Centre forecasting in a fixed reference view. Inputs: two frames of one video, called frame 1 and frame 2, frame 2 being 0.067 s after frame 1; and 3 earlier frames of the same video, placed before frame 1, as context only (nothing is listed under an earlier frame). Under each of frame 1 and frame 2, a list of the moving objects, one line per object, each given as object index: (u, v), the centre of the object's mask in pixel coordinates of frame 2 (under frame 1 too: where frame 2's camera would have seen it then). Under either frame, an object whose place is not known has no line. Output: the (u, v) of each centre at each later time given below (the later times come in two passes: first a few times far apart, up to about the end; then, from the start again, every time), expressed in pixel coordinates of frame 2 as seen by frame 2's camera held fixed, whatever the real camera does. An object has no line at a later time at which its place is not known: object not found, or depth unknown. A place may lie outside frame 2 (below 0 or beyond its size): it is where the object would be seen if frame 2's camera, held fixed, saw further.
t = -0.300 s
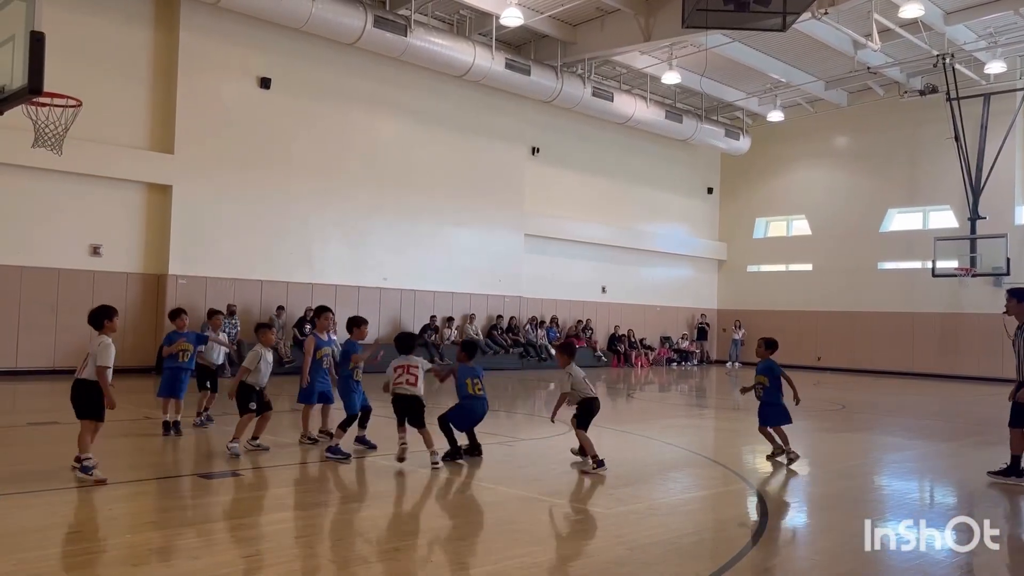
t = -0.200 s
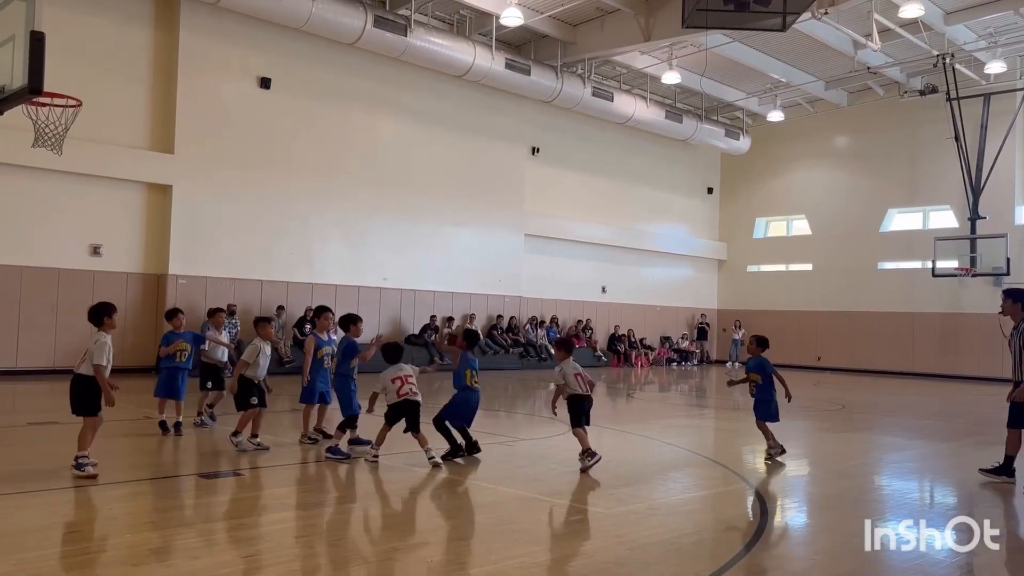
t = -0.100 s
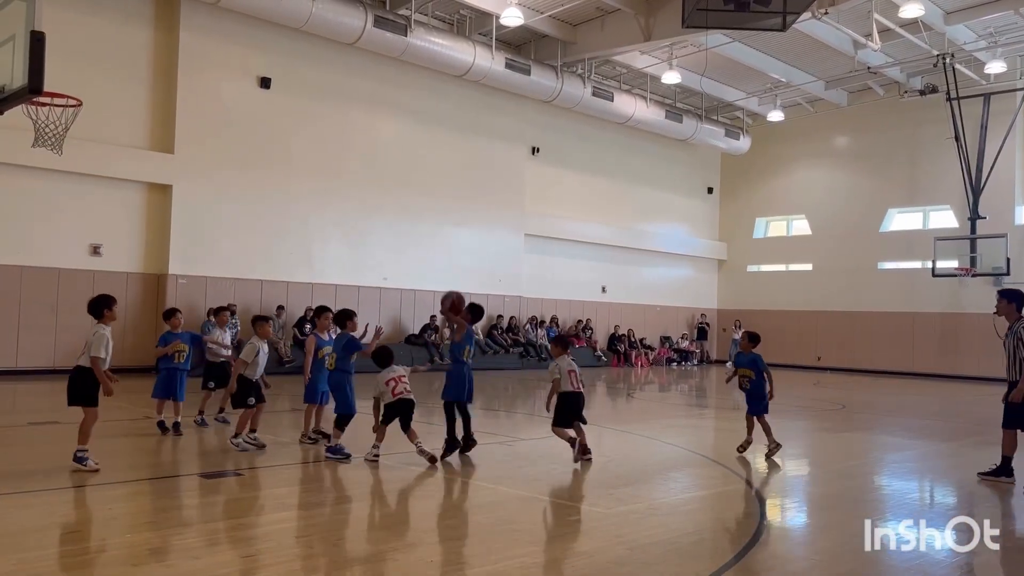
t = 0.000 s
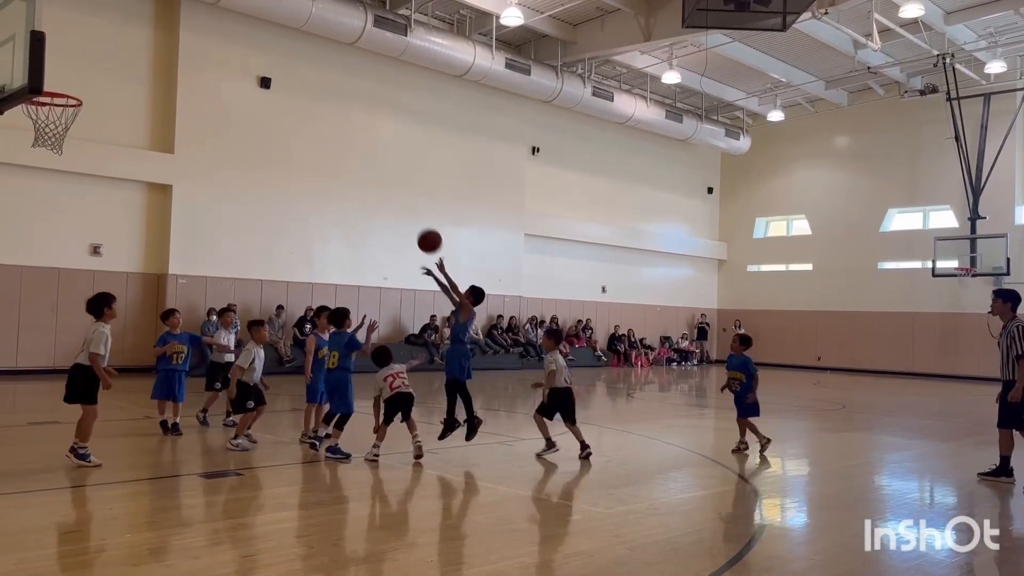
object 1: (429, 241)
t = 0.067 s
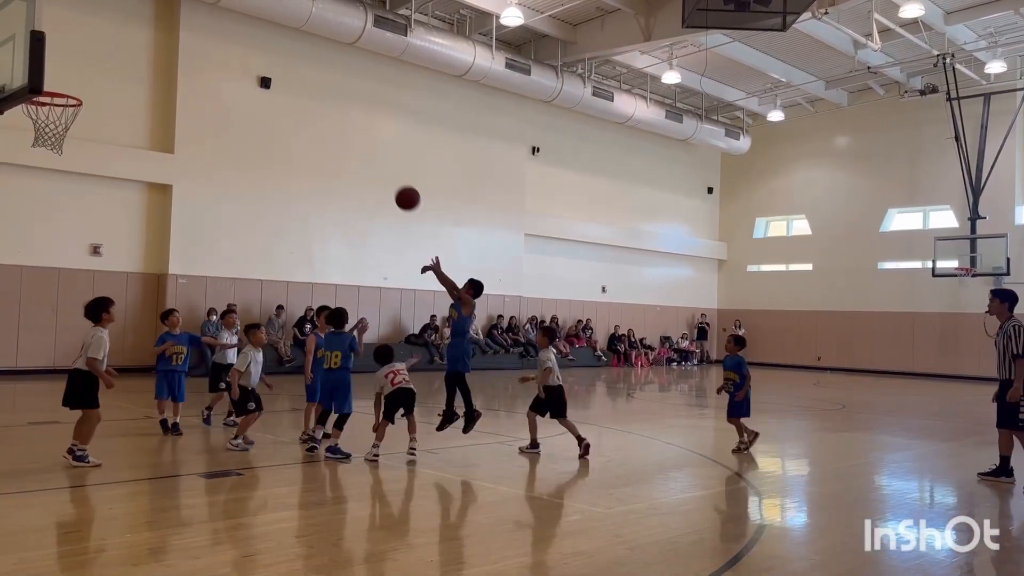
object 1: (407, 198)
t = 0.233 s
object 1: (350, 111)
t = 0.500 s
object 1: (255, 30)
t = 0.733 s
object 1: (168, 21)
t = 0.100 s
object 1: (396, 179)
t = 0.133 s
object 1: (385, 160)
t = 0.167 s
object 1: (373, 143)
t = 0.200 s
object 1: (362, 126)
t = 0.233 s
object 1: (350, 111)
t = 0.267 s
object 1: (339, 97)
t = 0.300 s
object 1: (327, 84)
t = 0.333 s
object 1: (315, 72)
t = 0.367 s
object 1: (304, 62)
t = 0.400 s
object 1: (292, 52)
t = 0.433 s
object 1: (280, 43)
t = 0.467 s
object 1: (268, 36)
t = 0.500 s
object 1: (255, 30)
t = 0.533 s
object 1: (244, 25)
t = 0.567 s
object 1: (231, 21)
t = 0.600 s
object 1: (219, 19)
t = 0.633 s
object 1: (206, 17)
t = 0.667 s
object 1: (194, 17)
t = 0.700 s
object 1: (181, 18)
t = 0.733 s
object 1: (168, 21)
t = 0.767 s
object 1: (155, 24)
